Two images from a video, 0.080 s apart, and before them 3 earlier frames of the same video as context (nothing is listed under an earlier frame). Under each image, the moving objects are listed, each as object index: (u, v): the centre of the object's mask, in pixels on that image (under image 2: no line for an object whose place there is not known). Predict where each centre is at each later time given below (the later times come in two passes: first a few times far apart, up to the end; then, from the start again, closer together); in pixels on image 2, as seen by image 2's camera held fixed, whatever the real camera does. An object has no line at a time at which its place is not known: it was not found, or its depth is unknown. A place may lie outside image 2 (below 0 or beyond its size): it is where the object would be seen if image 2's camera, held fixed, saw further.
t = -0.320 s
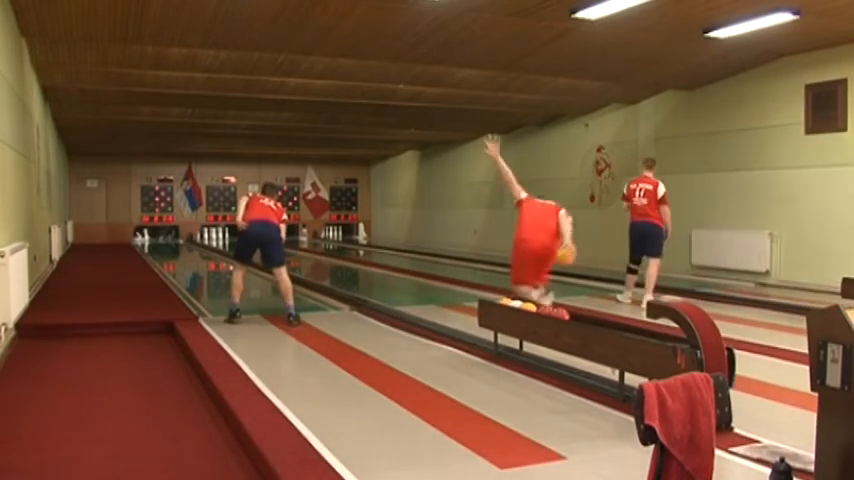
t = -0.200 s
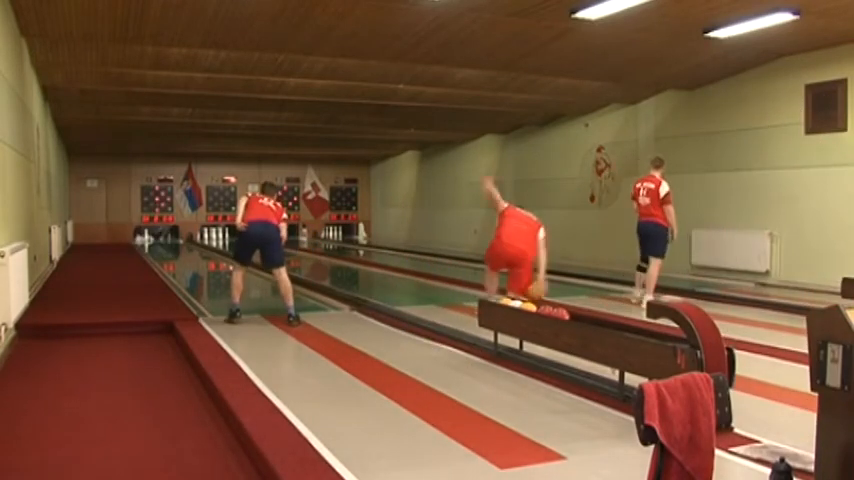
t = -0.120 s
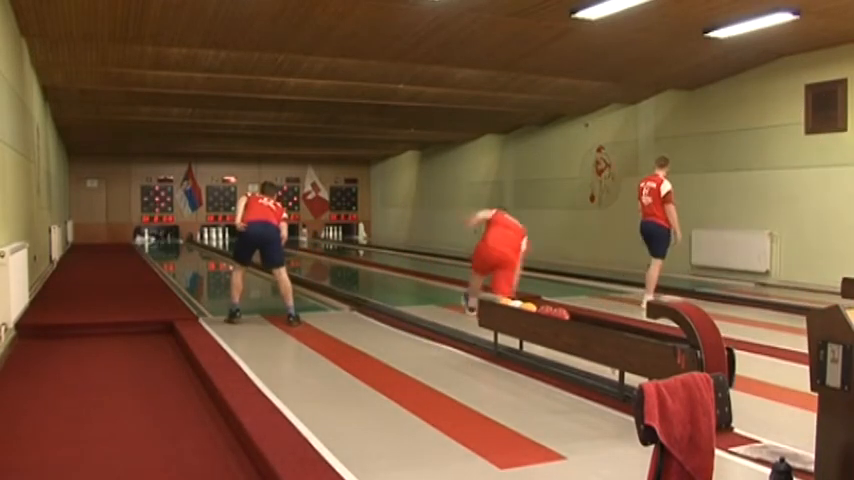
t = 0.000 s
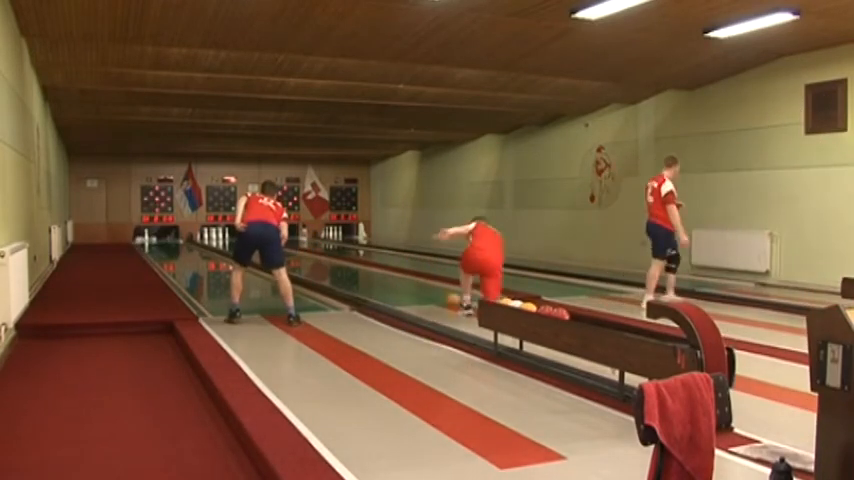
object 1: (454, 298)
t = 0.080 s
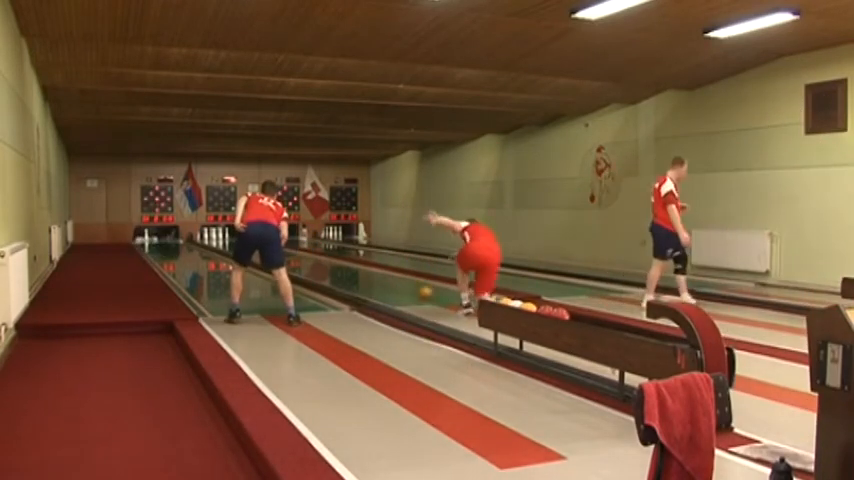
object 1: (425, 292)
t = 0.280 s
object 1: (372, 279)
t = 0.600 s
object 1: (316, 263)
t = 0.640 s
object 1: (311, 261)
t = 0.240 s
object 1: (381, 280)
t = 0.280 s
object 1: (372, 279)
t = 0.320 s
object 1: (364, 276)
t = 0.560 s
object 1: (322, 263)
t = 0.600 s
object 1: (316, 263)
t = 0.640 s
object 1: (311, 261)
